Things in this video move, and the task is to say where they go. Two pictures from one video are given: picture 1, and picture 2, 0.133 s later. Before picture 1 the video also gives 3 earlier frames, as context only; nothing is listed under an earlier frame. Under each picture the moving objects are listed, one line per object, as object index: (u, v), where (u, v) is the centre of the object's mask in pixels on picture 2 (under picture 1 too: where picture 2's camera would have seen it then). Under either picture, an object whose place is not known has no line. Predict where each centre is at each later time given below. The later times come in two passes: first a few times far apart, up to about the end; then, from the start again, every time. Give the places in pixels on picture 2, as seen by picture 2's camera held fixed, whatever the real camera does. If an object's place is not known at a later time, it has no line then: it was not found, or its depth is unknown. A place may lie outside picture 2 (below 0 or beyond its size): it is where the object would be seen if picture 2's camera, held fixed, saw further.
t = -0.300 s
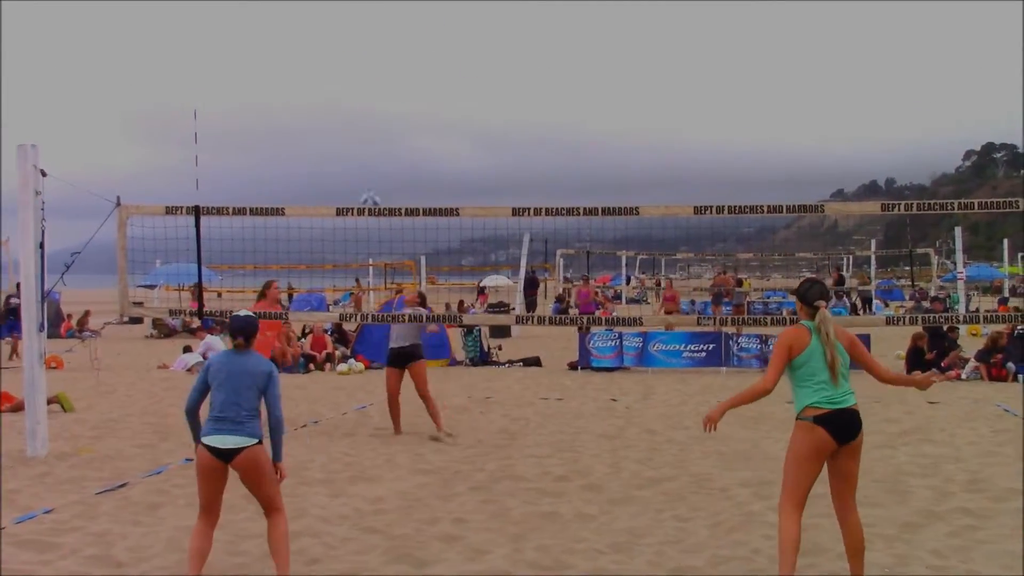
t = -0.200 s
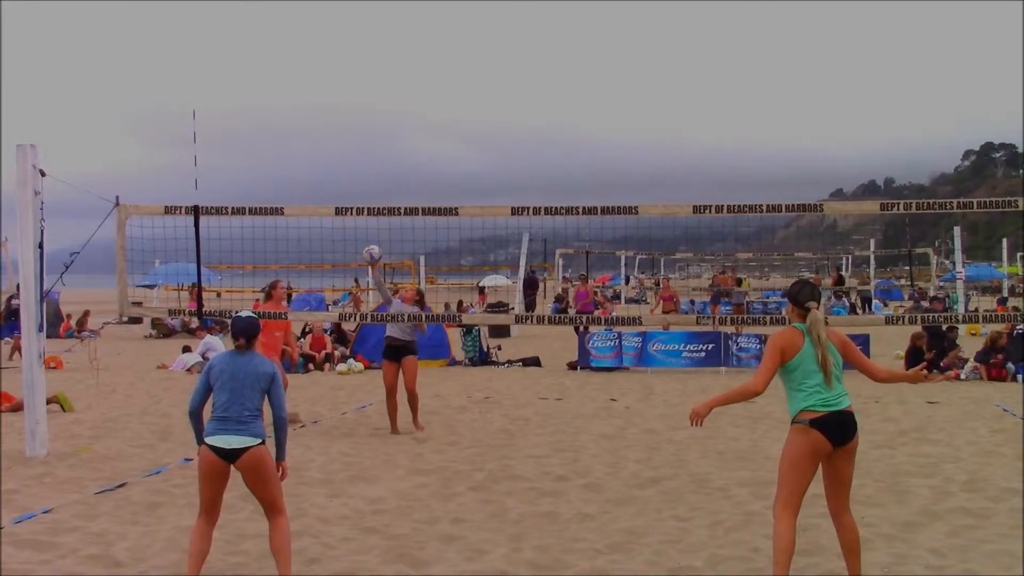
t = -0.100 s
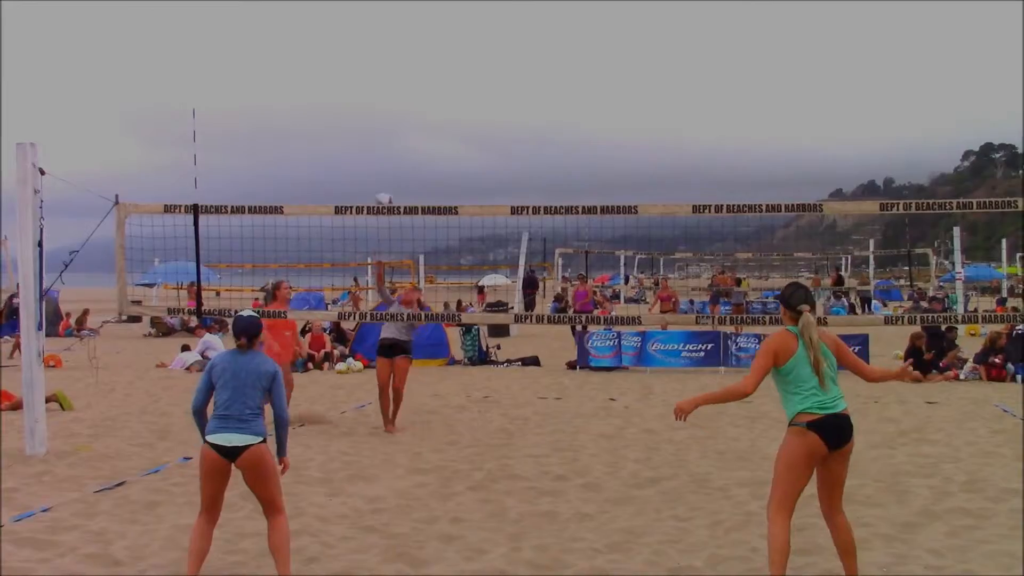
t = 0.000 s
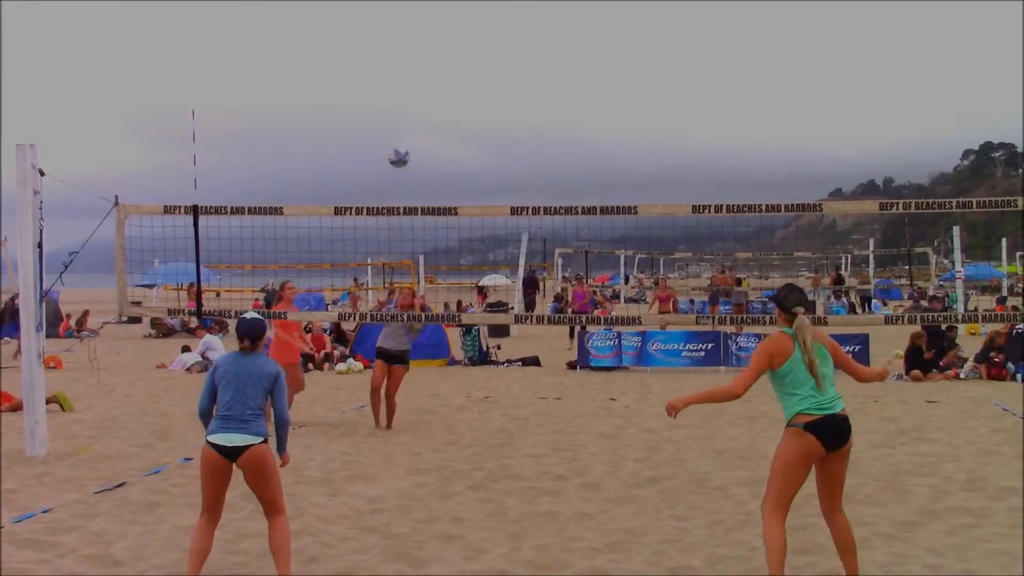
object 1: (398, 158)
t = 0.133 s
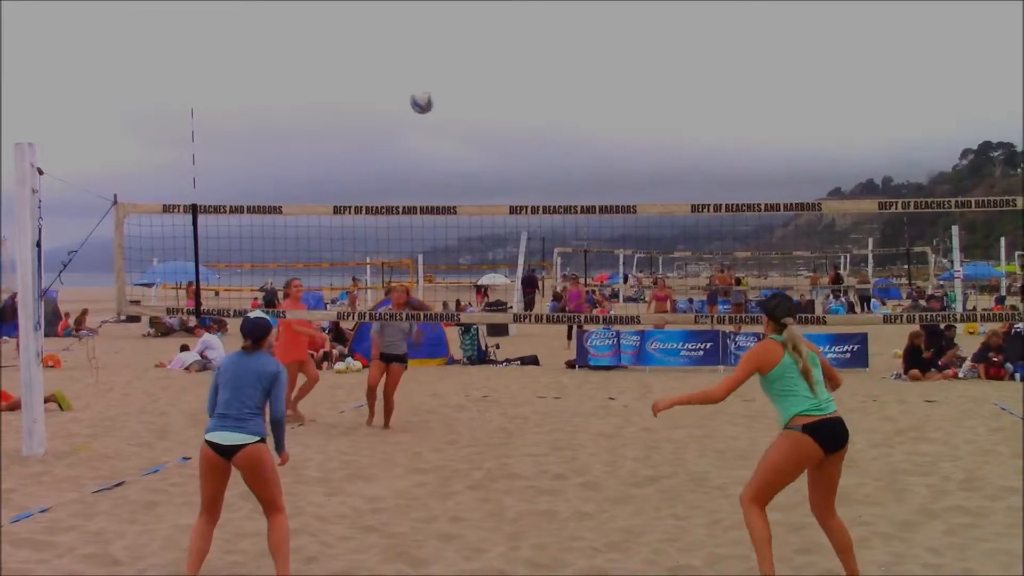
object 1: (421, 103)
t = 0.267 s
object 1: (452, 62)
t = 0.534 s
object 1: (534, 35)
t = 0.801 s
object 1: (673, 120)
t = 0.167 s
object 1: (429, 91)
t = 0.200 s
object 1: (436, 80)
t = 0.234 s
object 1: (444, 71)
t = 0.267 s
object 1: (452, 62)
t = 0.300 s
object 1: (461, 56)
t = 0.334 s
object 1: (470, 50)
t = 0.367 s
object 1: (479, 44)
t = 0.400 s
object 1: (489, 39)
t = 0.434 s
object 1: (499, 36)
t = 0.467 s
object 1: (510, 34)
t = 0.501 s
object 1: (522, 34)
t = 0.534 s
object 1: (534, 35)
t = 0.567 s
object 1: (547, 40)
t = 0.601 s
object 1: (562, 42)
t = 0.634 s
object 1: (578, 50)
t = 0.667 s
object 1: (594, 58)
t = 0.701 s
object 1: (612, 70)
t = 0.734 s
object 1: (630, 83)
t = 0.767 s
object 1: (651, 101)
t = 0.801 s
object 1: (673, 120)
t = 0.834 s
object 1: (697, 144)
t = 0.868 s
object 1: (722, 171)
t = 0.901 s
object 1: (749, 204)
